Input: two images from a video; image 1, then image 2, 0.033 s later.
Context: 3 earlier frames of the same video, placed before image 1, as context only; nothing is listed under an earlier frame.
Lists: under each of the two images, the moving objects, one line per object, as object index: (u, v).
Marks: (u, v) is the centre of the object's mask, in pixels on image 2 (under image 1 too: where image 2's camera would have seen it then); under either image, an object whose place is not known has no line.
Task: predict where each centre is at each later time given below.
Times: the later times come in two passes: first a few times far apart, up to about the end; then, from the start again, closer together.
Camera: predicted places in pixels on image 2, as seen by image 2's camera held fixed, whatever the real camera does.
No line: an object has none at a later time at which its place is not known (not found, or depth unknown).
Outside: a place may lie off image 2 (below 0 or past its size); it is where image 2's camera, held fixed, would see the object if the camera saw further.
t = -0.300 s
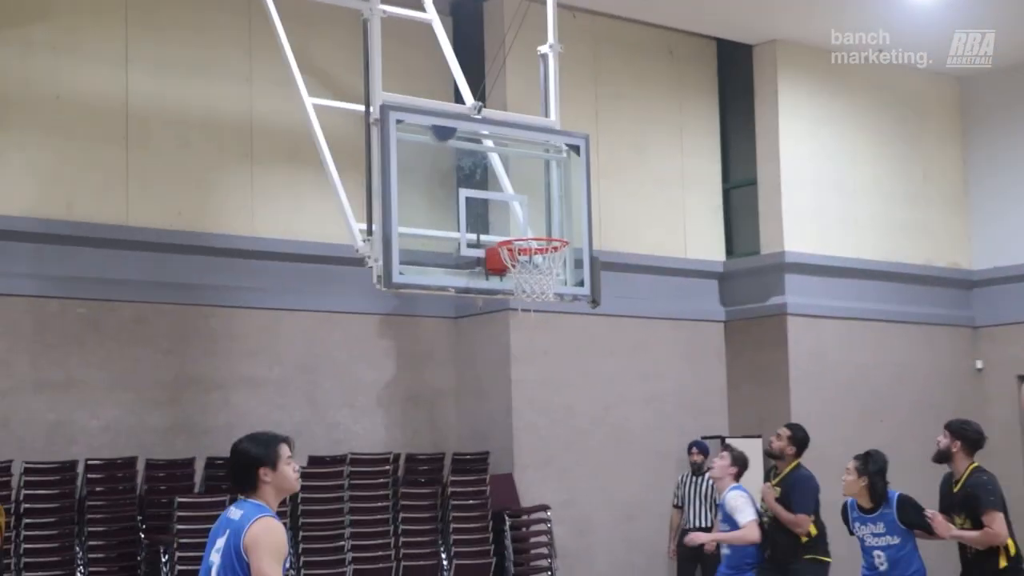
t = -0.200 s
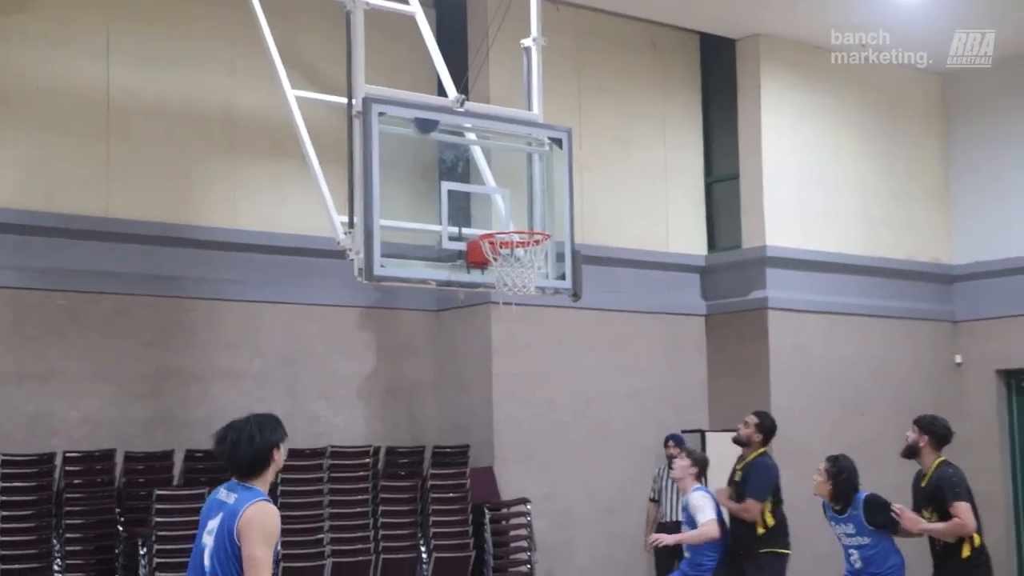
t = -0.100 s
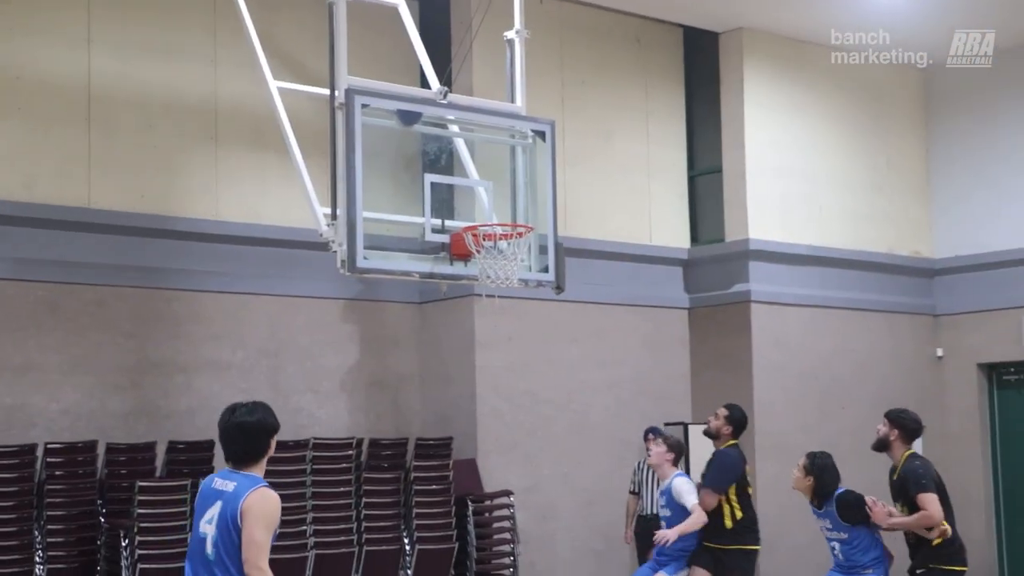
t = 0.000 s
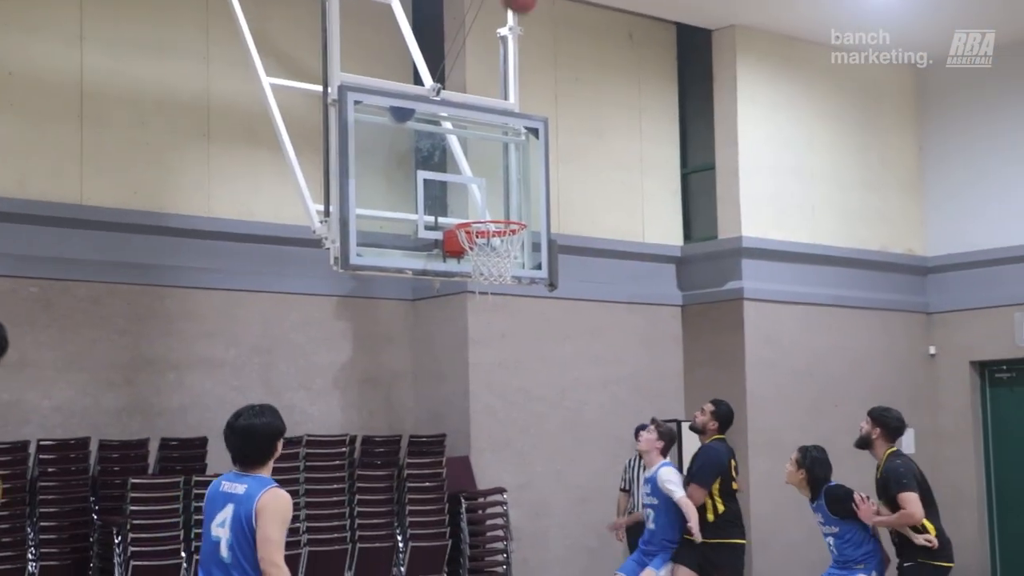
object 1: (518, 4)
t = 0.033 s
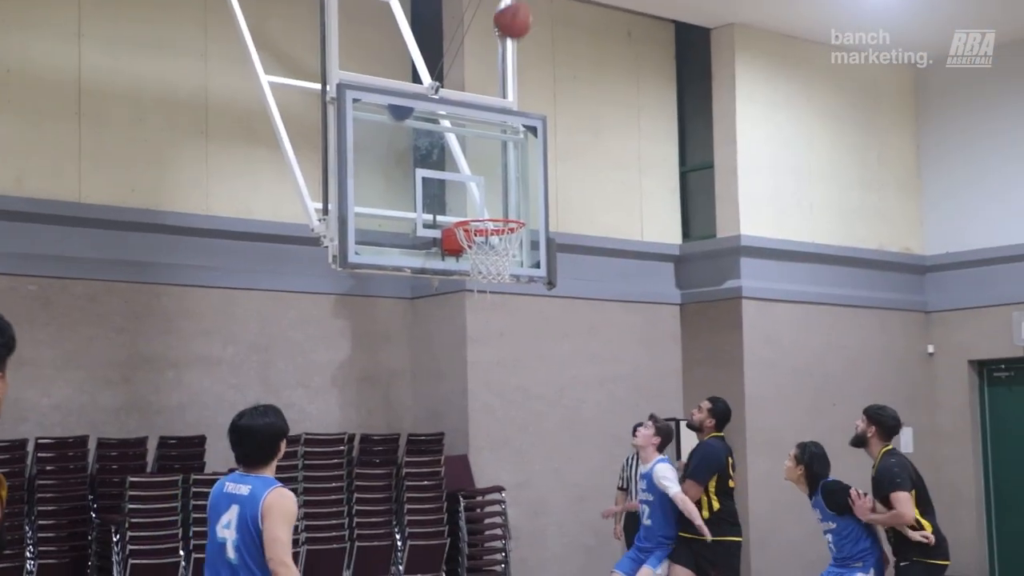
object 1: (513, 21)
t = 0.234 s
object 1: (481, 203)
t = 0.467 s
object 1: (502, 255)
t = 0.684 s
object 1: (474, 315)
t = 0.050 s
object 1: (510, 35)
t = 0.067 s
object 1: (507, 49)
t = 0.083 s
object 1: (504, 65)
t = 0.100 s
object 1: (501, 80)
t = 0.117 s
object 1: (499, 95)
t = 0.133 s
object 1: (496, 110)
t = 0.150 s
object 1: (493, 124)
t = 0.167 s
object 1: (491, 141)
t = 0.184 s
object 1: (488, 156)
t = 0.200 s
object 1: (486, 171)
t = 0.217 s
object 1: (484, 188)
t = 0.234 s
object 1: (481, 203)
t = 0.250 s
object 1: (479, 220)
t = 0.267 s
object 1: (483, 230)
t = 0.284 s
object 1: (491, 237)
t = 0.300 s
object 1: (501, 242)
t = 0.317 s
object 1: (508, 246)
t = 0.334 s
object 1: (510, 244)
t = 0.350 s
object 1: (512, 241)
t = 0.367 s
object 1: (512, 240)
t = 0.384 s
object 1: (511, 243)
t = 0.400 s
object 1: (509, 245)
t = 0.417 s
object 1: (507, 247)
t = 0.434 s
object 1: (506, 249)
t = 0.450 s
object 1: (504, 252)
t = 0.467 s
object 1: (502, 255)
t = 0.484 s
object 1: (499, 256)
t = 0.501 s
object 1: (497, 259)
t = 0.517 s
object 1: (496, 262)
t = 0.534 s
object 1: (490, 267)
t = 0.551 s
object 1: (490, 271)
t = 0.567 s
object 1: (487, 283)
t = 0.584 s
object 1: (486, 282)
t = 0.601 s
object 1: (484, 289)
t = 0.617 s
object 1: (482, 292)
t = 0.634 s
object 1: (480, 296)
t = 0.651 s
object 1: (478, 301)
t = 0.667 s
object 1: (476, 308)
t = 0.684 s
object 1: (474, 315)
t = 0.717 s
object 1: (470, 330)
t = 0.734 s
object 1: (468, 338)
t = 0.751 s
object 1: (466, 347)
